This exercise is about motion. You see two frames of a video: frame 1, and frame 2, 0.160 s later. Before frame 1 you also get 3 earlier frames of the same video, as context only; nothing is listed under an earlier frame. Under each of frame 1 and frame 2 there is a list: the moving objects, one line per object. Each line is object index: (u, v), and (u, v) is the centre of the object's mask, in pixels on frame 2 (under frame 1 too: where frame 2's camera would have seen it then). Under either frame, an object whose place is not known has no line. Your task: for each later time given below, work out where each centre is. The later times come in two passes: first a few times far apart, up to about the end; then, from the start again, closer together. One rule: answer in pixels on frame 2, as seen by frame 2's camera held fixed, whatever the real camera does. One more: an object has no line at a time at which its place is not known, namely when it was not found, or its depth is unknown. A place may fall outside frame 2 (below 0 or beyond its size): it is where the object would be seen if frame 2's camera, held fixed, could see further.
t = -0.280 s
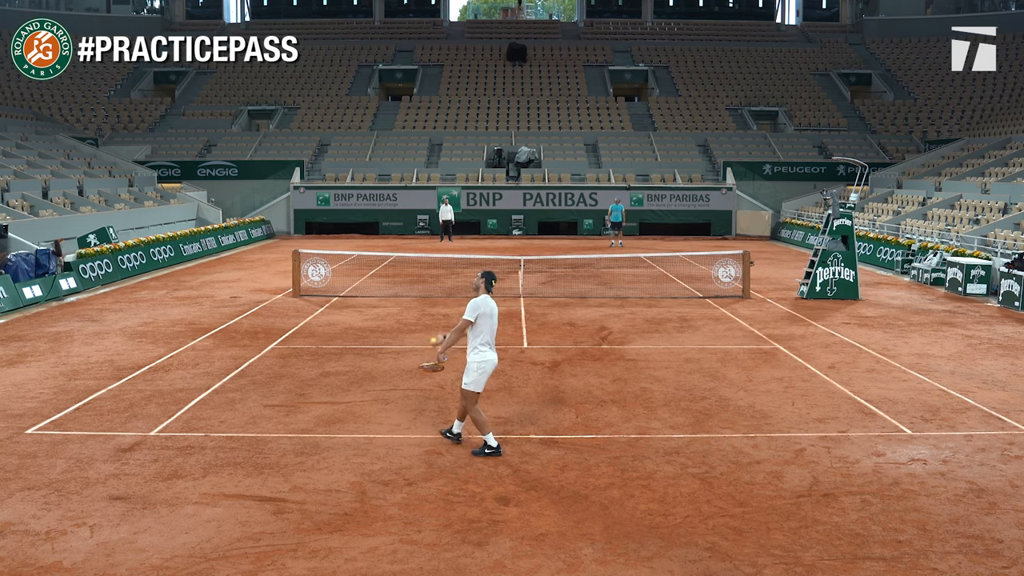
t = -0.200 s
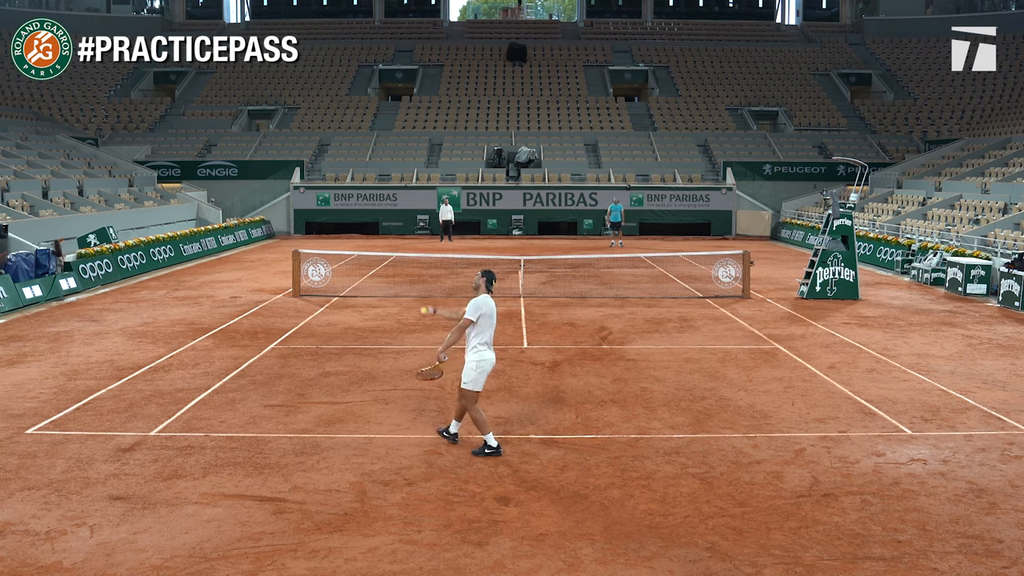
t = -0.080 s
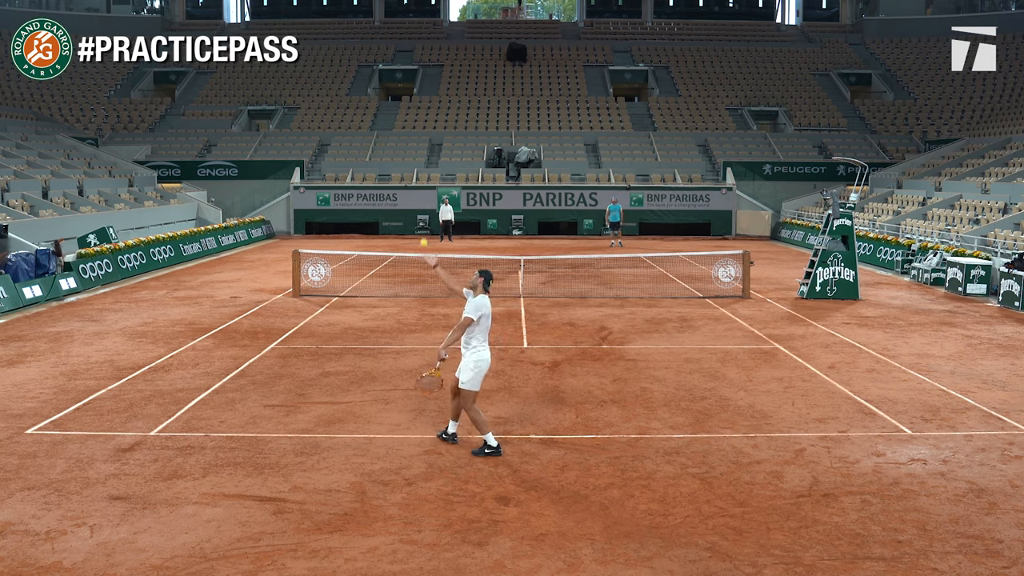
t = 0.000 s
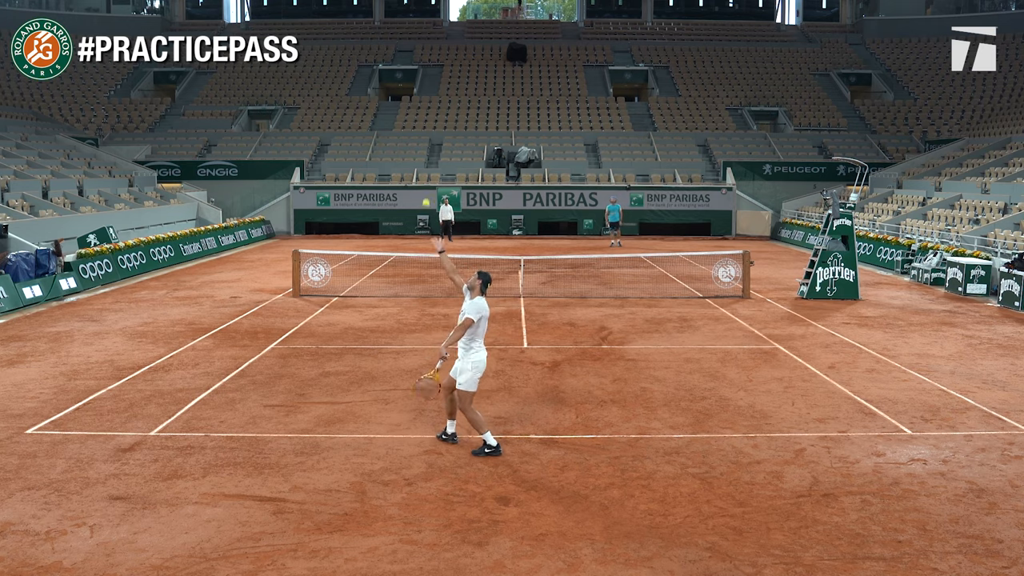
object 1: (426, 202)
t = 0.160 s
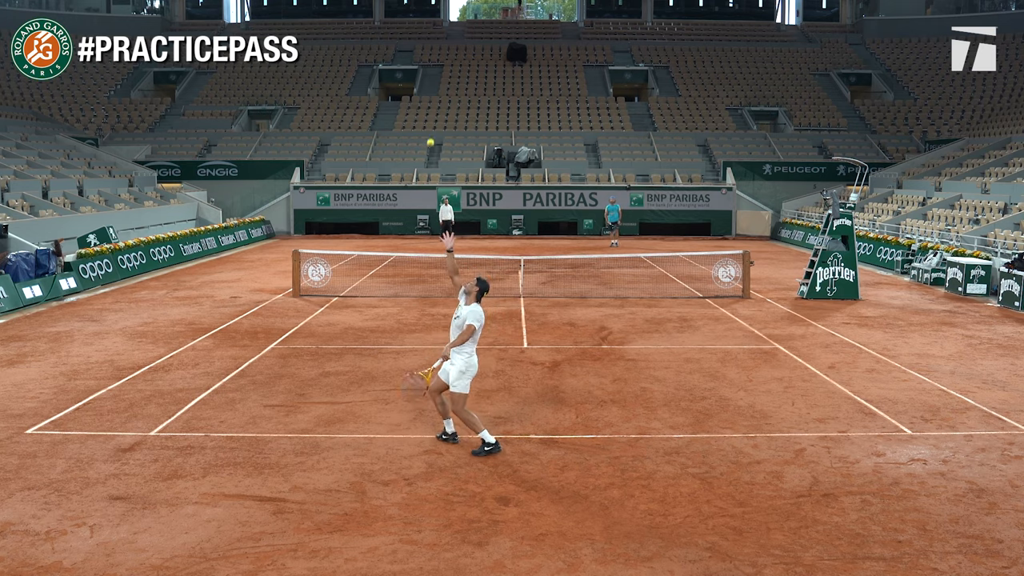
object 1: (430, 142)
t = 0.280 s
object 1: (433, 113)
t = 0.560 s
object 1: (441, 99)
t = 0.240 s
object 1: (432, 121)
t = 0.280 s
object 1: (433, 113)
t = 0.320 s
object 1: (435, 106)
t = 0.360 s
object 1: (435, 102)
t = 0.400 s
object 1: (436, 98)
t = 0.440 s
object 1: (438, 96)
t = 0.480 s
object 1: (439, 96)
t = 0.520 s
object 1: (440, 97)
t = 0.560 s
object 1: (441, 99)
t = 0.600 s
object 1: (442, 103)
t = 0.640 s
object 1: (444, 108)
